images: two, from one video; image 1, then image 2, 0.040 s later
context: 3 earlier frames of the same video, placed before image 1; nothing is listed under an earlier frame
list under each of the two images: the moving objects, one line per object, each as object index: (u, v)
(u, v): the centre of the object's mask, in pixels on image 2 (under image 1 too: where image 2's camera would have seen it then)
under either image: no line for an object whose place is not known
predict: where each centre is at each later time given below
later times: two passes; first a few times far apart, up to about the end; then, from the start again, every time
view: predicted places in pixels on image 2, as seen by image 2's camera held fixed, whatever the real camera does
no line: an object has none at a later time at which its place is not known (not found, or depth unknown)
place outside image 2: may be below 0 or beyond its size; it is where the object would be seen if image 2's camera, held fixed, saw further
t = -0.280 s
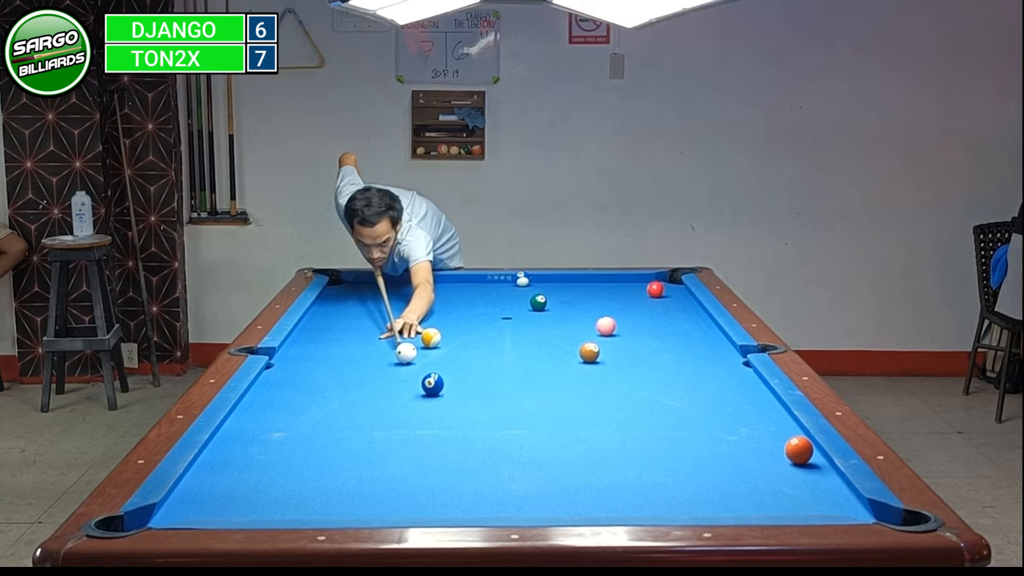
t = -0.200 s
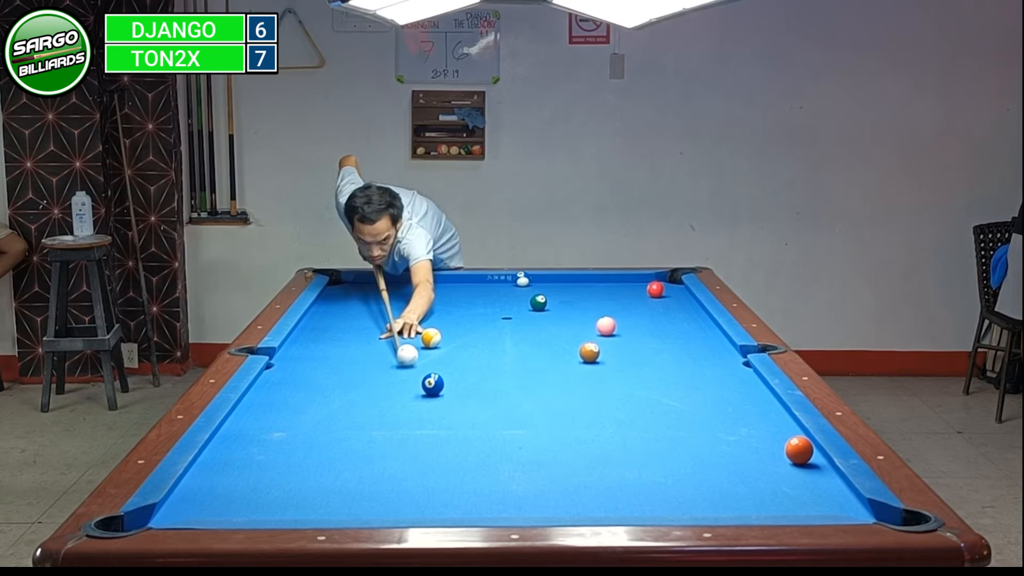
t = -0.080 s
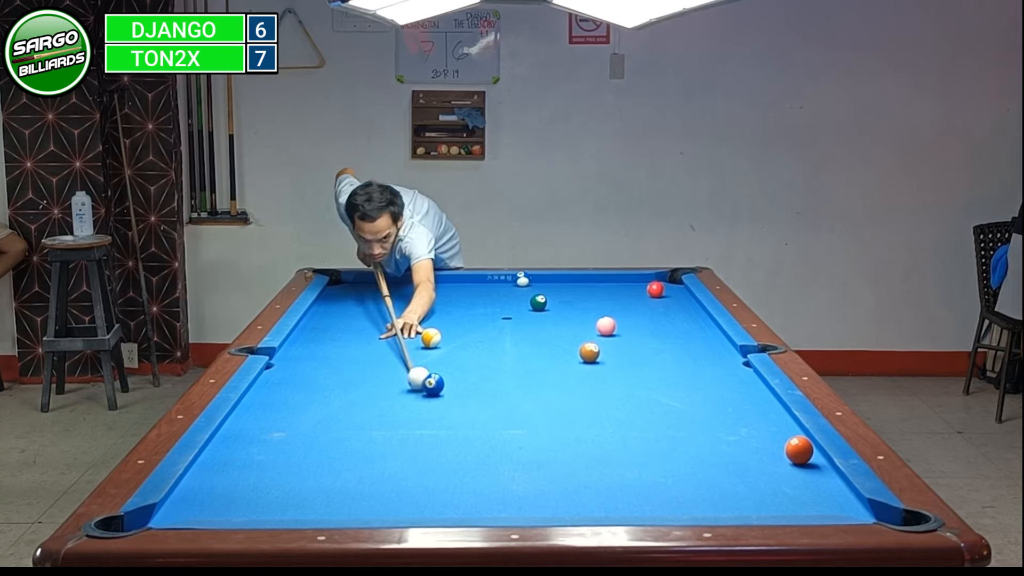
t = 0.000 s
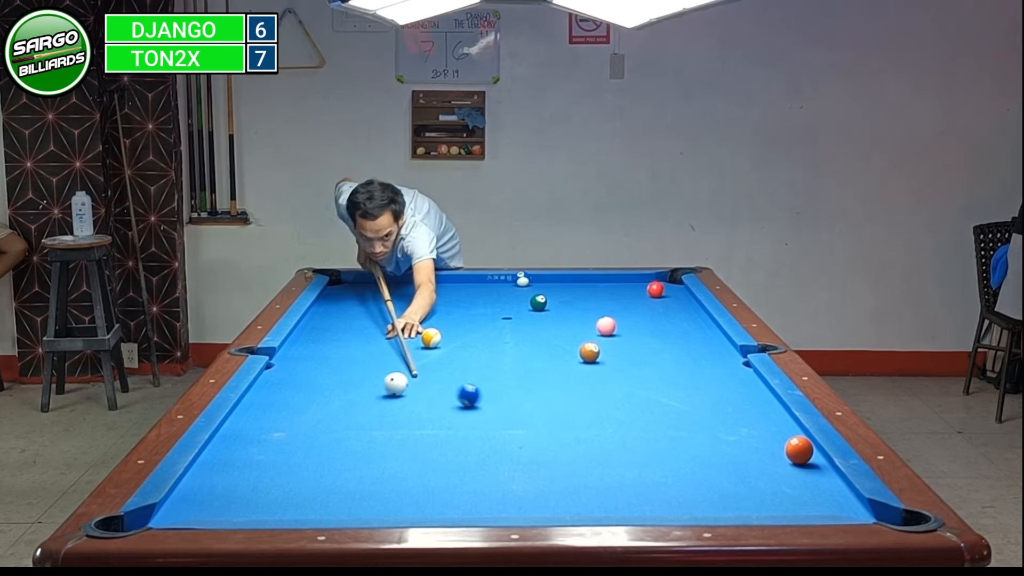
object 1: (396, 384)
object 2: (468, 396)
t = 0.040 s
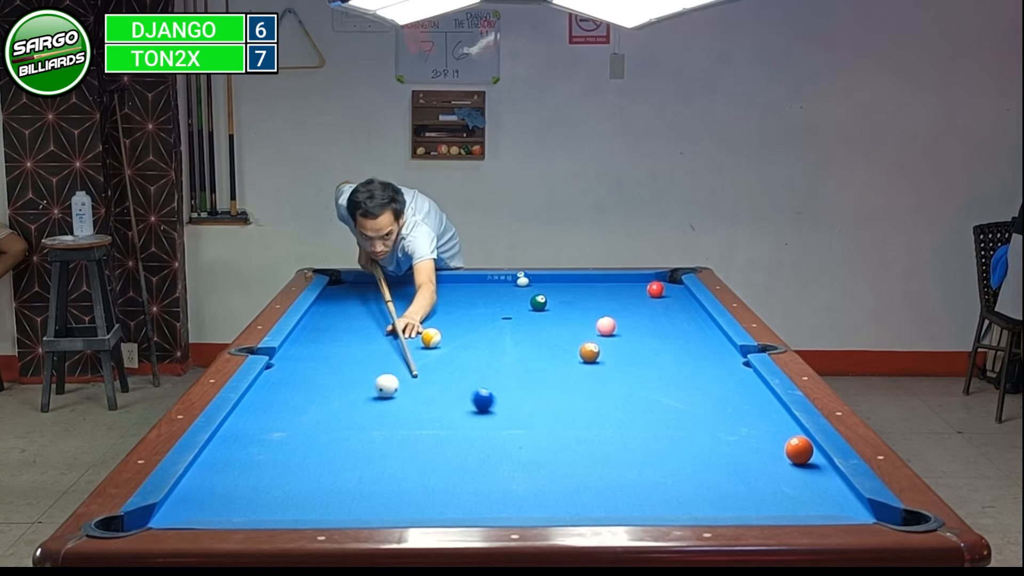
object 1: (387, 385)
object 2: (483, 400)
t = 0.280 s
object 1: (329, 392)
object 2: (585, 433)
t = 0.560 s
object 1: (271, 398)
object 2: (714, 474)
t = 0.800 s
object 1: (265, 400)
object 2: (849, 509)
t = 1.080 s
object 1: (290, 399)
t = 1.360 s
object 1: (312, 398)
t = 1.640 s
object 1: (330, 397)
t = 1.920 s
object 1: (347, 396)
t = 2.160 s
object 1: (358, 395)
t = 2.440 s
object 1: (370, 395)
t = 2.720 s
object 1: (378, 394)
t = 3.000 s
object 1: (383, 394)
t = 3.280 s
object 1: (387, 394)
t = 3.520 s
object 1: (387, 394)
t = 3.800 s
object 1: (387, 394)
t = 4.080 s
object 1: (387, 394)
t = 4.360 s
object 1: (387, 394)
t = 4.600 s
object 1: (387, 394)
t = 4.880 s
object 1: (387, 394)
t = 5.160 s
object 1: (387, 394)
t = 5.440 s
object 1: (387, 394)
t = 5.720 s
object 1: (387, 394)
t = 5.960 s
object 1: (387, 394)
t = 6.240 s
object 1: (387, 394)
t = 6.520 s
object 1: (387, 394)
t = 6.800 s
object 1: (387, 394)
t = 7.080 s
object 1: (387, 394)
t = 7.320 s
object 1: (387, 394)
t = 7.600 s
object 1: (387, 394)
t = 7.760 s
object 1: (387, 394)
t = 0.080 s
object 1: (374, 387)
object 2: (503, 407)
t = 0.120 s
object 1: (366, 388)
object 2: (516, 411)
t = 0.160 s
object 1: (358, 389)
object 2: (529, 415)
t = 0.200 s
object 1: (347, 390)
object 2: (550, 422)
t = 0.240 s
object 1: (340, 391)
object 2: (563, 426)
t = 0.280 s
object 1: (329, 392)
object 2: (585, 433)
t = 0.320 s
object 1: (321, 393)
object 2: (600, 438)
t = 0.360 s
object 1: (314, 394)
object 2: (615, 442)
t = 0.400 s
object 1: (303, 395)
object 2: (639, 450)
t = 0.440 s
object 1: (296, 396)
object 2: (655, 455)
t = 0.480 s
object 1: (289, 396)
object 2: (671, 460)
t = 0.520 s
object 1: (278, 397)
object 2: (697, 468)
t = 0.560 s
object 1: (271, 398)
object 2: (714, 474)
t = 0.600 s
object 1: (260, 399)
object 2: (740, 482)
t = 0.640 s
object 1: (253, 400)
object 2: (759, 488)
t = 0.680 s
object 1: (252, 400)
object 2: (778, 494)
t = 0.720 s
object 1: (258, 400)
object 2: (807, 501)
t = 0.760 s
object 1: (261, 400)
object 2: (827, 505)
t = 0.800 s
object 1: (265, 400)
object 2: (849, 509)
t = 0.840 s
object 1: (269, 400)
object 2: (876, 519)
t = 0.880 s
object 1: (272, 399)
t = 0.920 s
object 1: (277, 399)
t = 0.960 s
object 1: (280, 399)
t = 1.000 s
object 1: (283, 399)
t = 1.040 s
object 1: (287, 399)
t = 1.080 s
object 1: (290, 399)
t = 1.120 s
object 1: (292, 399)
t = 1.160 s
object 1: (296, 398)
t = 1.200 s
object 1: (299, 398)
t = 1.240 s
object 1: (303, 398)
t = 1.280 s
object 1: (306, 398)
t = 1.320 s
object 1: (308, 398)
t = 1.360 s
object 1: (312, 398)
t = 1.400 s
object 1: (314, 398)
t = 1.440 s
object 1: (318, 398)
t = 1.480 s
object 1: (320, 397)
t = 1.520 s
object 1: (322, 397)
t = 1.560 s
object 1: (326, 397)
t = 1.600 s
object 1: (328, 397)
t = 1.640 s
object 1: (330, 397)
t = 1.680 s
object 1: (333, 397)
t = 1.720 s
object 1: (335, 397)
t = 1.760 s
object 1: (338, 396)
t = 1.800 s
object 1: (340, 396)
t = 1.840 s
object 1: (342, 396)
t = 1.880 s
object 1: (345, 396)
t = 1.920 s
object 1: (347, 396)
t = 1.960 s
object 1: (349, 396)
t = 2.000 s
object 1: (351, 396)
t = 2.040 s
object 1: (353, 396)
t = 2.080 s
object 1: (355, 396)
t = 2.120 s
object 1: (357, 395)
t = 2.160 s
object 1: (358, 395)
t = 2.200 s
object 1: (361, 395)
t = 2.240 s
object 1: (362, 395)
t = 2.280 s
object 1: (363, 395)
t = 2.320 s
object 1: (365, 395)
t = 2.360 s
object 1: (367, 395)
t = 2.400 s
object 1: (368, 395)
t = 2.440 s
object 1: (370, 395)
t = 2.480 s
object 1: (371, 395)
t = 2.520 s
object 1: (372, 395)
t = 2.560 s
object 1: (373, 395)
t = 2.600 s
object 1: (374, 395)
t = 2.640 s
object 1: (376, 394)
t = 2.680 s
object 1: (377, 394)
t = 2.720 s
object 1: (378, 394)
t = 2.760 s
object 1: (379, 394)
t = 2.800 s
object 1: (380, 394)
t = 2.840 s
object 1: (381, 394)
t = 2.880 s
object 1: (381, 394)
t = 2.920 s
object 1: (382, 394)
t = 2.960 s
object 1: (383, 394)
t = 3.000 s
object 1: (383, 394)
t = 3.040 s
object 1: (384, 394)
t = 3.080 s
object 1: (385, 394)
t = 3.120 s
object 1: (385, 394)
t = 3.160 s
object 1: (386, 394)
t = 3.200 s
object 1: (386, 394)
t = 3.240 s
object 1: (386, 394)
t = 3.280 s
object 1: (387, 394)
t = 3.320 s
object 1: (387, 394)
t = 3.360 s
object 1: (387, 394)
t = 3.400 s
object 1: (387, 394)
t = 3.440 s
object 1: (387, 394)
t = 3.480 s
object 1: (387, 394)
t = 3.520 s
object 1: (387, 394)
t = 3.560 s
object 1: (387, 394)
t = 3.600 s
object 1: (387, 394)
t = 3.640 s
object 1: (387, 394)
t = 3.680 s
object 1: (387, 394)
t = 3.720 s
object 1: (387, 394)
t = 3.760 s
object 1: (387, 394)
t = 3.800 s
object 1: (387, 394)
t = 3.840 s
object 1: (387, 394)
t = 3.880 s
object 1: (387, 394)
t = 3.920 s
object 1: (387, 394)
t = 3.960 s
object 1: (387, 394)
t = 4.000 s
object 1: (387, 394)
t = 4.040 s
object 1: (387, 394)
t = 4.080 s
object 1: (387, 394)
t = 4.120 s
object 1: (387, 394)
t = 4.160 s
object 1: (387, 394)
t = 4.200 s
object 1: (387, 394)
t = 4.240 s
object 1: (387, 394)
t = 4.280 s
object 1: (387, 394)
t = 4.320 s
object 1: (387, 394)
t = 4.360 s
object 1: (387, 394)
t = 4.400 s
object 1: (387, 394)
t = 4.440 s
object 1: (387, 394)
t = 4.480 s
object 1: (387, 394)
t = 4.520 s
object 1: (387, 394)
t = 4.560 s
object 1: (387, 394)
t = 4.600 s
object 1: (387, 394)
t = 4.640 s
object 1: (387, 394)
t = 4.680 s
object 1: (387, 394)
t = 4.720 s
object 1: (387, 394)
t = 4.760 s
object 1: (387, 394)
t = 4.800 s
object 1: (387, 394)
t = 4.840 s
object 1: (387, 394)
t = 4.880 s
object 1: (387, 394)
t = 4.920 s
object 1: (387, 394)
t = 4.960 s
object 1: (387, 394)
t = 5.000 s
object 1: (387, 394)
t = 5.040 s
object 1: (387, 394)
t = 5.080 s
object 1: (387, 394)
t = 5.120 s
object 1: (387, 394)
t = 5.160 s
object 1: (387, 394)
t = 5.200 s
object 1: (387, 394)
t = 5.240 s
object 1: (387, 394)
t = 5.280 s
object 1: (387, 394)
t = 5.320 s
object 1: (387, 394)
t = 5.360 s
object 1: (387, 394)
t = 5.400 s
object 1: (387, 394)
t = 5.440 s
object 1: (387, 394)
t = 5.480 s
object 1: (387, 394)
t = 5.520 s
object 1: (387, 394)
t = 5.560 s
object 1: (387, 394)
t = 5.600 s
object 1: (387, 394)
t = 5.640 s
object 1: (387, 394)
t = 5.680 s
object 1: (387, 394)
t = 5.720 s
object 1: (387, 394)
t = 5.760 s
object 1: (387, 394)
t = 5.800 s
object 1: (387, 394)
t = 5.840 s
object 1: (387, 394)
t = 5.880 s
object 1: (387, 394)
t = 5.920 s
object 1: (387, 394)
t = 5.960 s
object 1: (387, 394)
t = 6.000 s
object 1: (387, 394)
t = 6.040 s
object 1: (387, 394)
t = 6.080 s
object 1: (387, 394)
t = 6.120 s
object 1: (387, 394)
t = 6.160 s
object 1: (387, 394)
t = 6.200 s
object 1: (387, 394)
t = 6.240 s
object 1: (387, 394)
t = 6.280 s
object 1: (387, 394)
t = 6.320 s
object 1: (387, 394)
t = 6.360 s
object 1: (387, 394)
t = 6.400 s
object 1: (387, 394)
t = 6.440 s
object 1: (387, 394)
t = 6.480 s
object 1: (387, 394)
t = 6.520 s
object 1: (387, 394)
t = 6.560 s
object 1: (387, 394)
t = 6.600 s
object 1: (387, 394)
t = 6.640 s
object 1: (387, 394)
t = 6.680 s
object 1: (387, 394)
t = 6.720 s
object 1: (387, 394)
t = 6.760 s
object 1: (387, 394)
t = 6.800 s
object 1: (387, 394)
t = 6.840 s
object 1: (387, 394)
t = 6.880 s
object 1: (387, 394)
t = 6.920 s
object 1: (387, 394)
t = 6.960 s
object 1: (387, 394)
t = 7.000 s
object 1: (387, 394)
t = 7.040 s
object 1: (387, 394)
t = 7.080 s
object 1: (387, 394)
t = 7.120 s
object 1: (387, 394)
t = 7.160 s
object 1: (387, 394)
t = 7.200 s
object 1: (387, 394)
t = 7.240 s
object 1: (387, 394)
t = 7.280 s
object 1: (387, 394)
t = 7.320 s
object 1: (387, 394)
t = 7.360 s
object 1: (387, 394)
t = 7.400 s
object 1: (387, 394)
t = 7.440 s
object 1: (387, 394)
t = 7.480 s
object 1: (387, 394)
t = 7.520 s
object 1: (387, 394)
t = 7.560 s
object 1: (387, 394)
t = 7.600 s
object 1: (387, 394)
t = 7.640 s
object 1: (387, 394)
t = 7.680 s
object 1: (387, 394)
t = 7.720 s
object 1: (387, 394)
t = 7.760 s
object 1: (387, 394)
